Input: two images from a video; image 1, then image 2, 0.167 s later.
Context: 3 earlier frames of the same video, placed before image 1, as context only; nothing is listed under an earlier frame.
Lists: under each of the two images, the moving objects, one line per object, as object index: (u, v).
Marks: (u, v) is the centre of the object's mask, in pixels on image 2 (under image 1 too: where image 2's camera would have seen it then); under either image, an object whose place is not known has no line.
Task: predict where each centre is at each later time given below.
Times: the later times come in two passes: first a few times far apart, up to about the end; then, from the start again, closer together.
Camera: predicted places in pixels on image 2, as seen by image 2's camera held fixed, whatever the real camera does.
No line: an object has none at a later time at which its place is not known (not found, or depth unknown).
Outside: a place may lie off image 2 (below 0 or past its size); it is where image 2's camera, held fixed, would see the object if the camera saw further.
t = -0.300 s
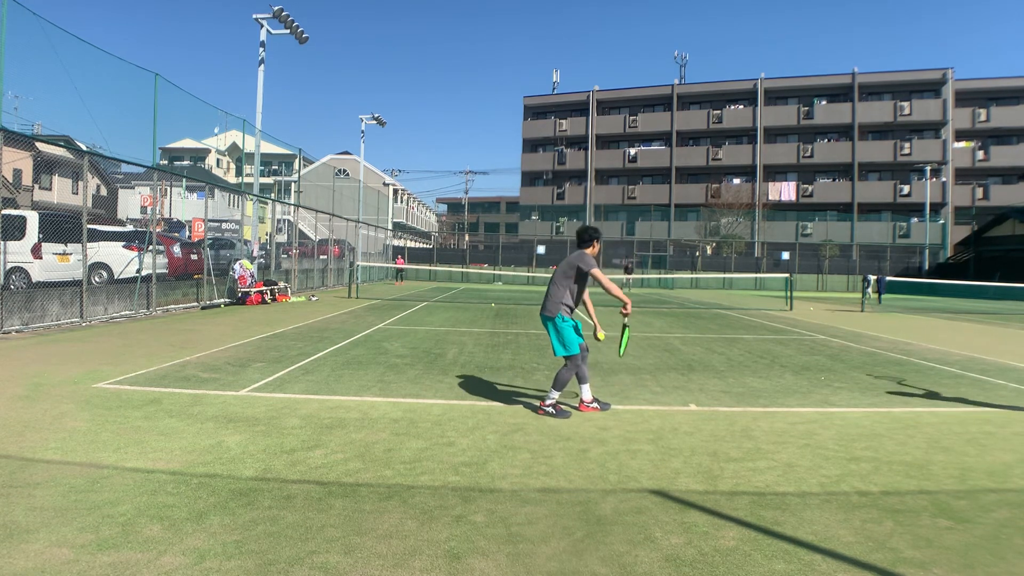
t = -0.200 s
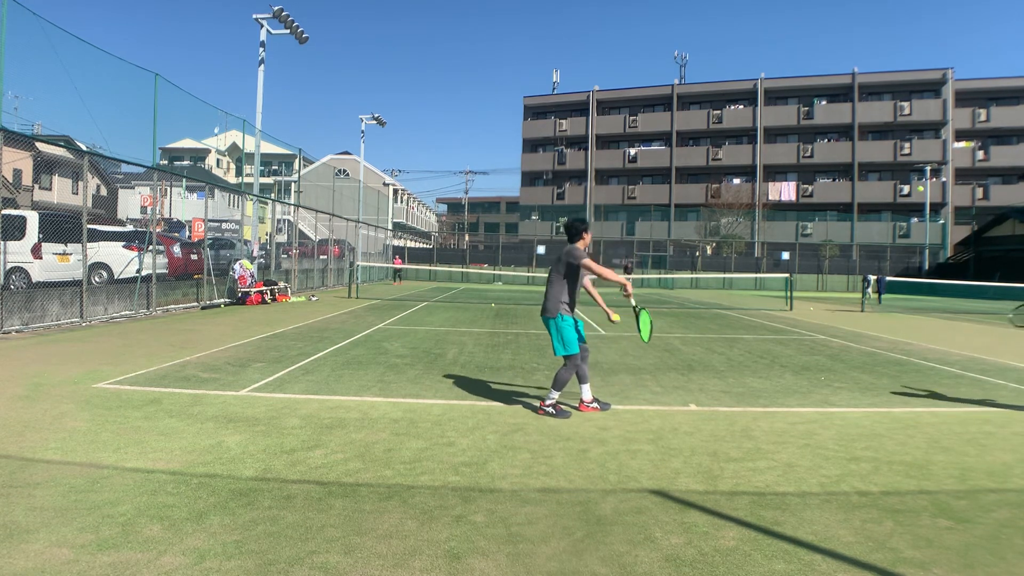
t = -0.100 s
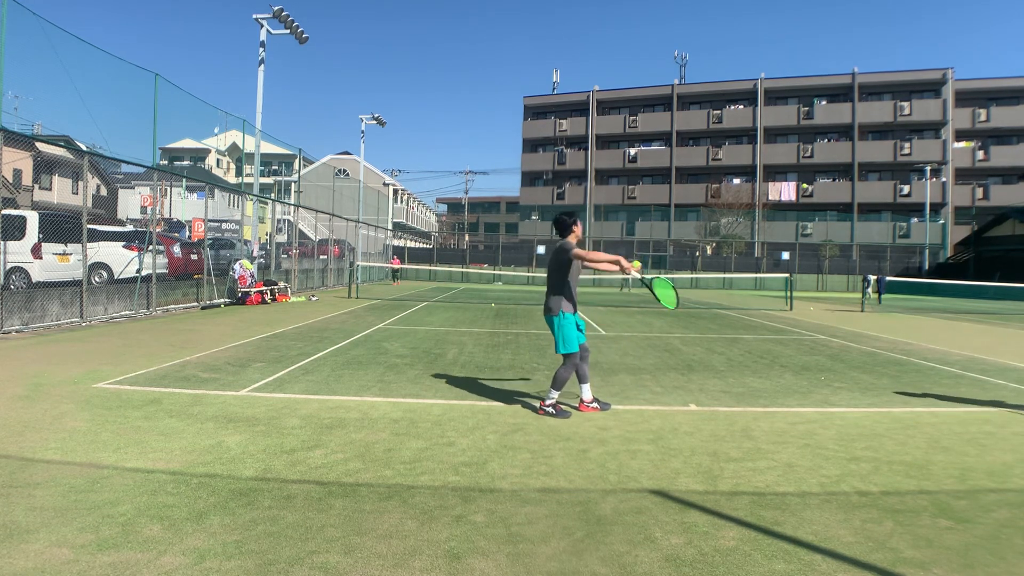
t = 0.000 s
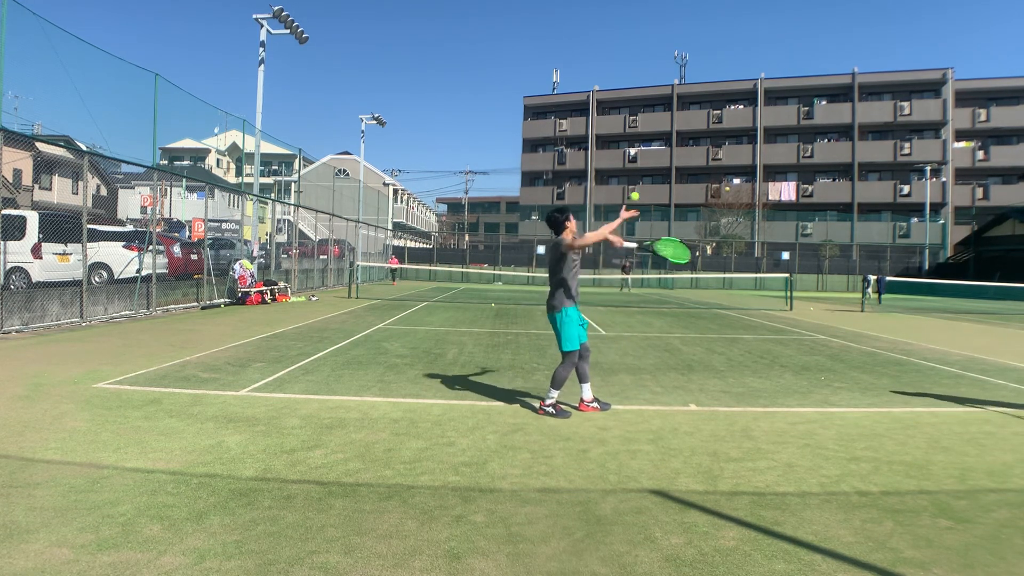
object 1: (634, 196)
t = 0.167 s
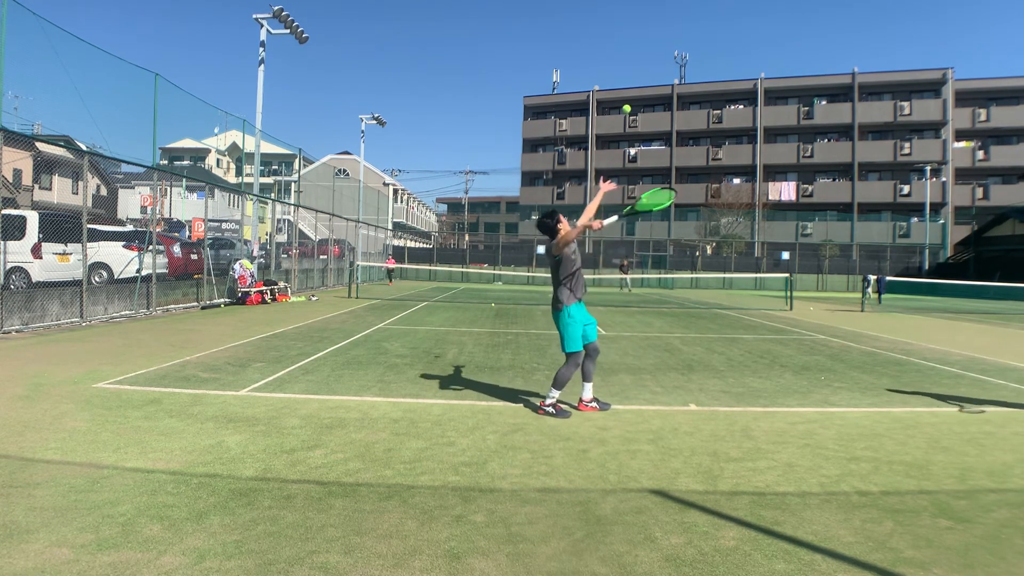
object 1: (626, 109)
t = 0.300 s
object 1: (620, 62)
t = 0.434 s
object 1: (614, 36)
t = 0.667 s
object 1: (602, 36)
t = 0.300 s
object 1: (620, 62)
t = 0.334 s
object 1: (619, 54)
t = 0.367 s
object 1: (615, 45)
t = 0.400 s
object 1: (615, 41)
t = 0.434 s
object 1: (614, 36)
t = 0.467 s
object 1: (612, 33)
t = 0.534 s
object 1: (609, 29)
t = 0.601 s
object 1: (606, 30)
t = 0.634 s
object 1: (604, 32)
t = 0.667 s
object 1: (602, 36)
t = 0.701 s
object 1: (601, 40)
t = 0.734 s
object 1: (599, 46)
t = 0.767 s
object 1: (597, 53)
